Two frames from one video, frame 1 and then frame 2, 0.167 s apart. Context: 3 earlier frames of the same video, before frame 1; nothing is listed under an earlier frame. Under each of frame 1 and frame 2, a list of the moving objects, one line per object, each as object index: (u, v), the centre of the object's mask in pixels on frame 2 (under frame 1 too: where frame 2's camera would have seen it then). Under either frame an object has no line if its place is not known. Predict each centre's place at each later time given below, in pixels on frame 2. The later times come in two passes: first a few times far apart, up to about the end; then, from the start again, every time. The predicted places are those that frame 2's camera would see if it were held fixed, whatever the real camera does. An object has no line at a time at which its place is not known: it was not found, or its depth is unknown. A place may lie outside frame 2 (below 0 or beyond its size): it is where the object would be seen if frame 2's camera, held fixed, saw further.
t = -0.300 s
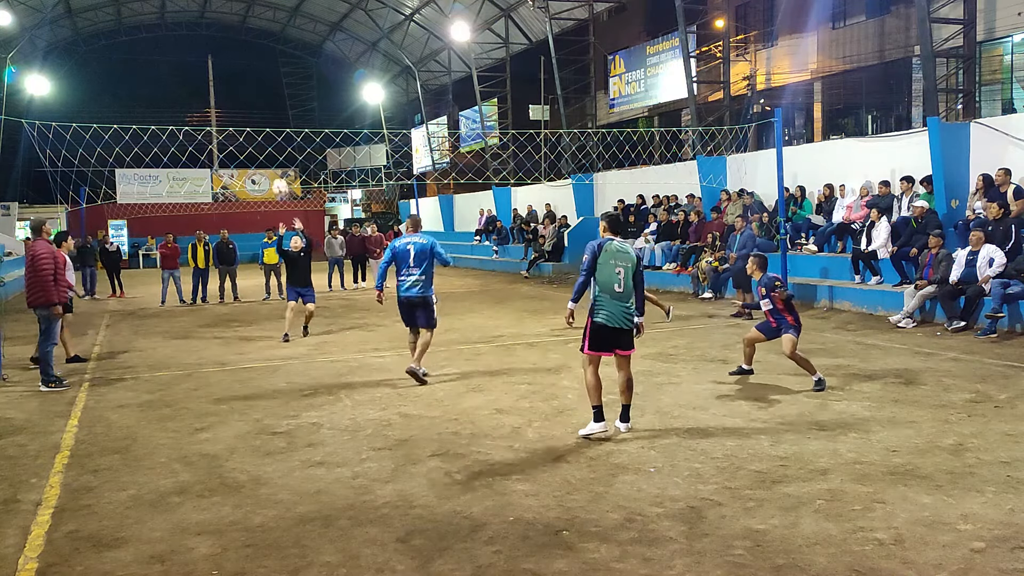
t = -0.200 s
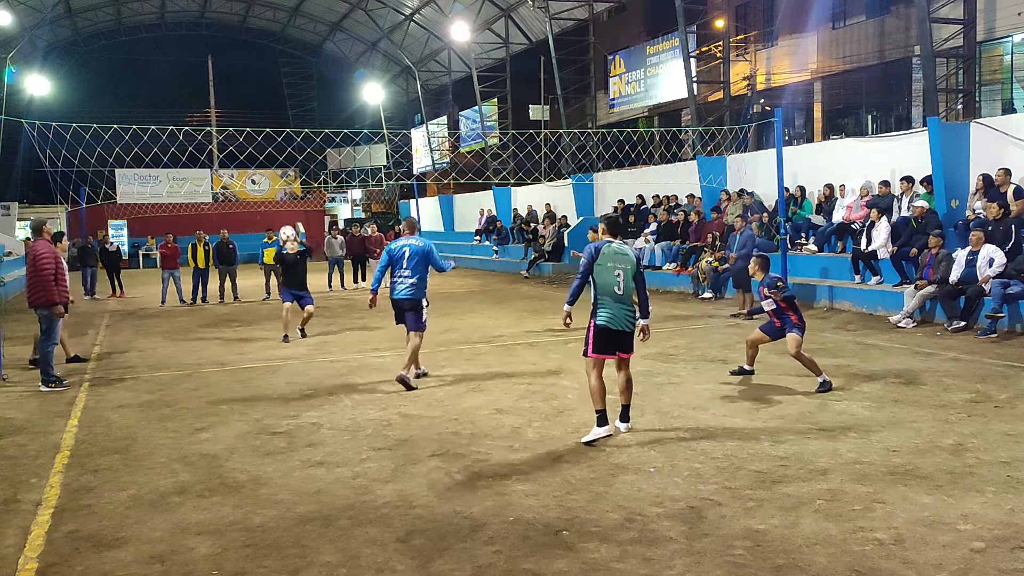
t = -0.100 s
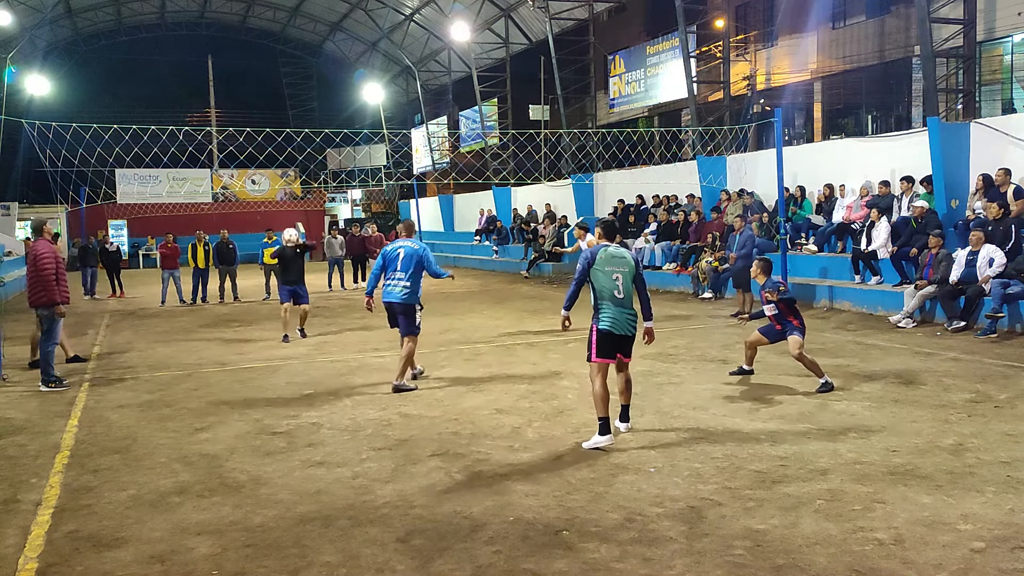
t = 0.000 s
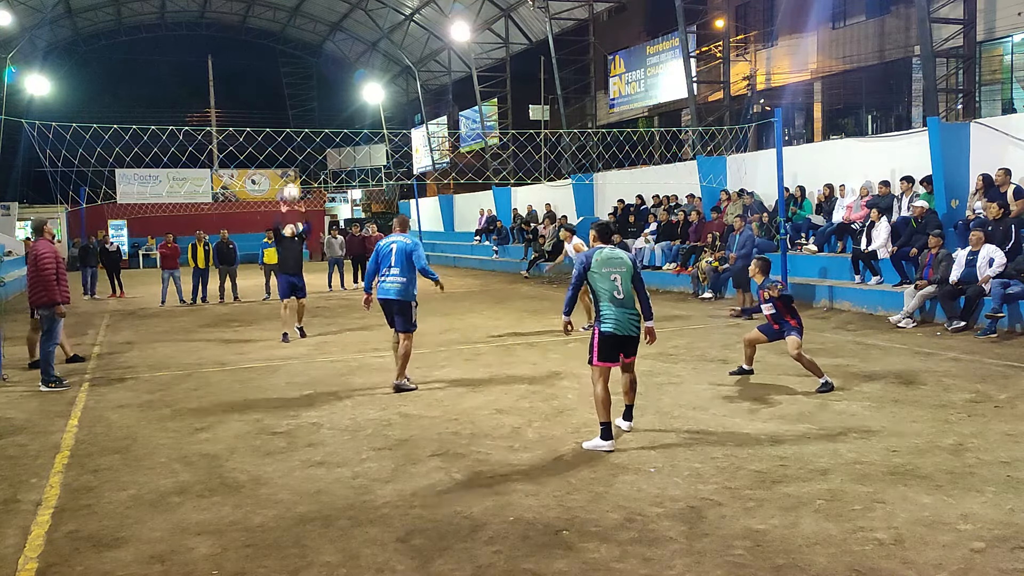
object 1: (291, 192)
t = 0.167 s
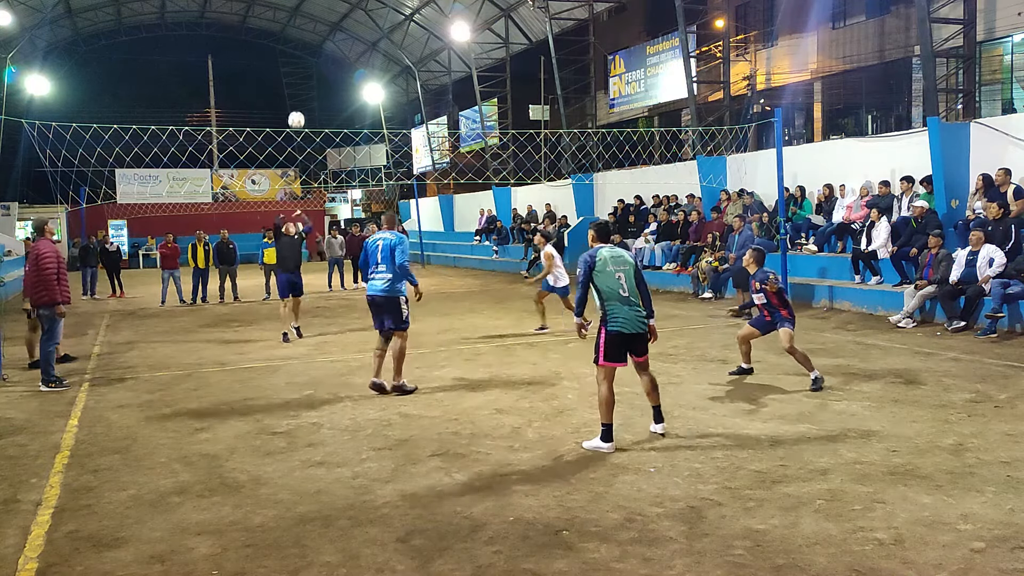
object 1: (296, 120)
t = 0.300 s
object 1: (301, 75)
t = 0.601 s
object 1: (317, 16)
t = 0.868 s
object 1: (334, 16)
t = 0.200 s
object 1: (297, 108)
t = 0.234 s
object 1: (299, 96)
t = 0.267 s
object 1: (300, 85)
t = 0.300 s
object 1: (301, 75)
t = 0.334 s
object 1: (303, 65)
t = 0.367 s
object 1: (304, 57)
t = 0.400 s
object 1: (306, 49)
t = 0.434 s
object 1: (308, 41)
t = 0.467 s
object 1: (310, 35)
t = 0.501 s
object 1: (311, 29)
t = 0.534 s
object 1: (313, 24)
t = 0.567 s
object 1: (315, 19)
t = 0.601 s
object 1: (317, 16)
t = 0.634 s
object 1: (319, 13)
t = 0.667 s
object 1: (321, 11)
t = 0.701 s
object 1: (323, 10)
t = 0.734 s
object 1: (325, 9)
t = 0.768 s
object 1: (327, 10)
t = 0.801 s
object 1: (329, 11)
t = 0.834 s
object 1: (332, 13)
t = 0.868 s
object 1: (334, 16)
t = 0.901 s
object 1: (336, 20)
